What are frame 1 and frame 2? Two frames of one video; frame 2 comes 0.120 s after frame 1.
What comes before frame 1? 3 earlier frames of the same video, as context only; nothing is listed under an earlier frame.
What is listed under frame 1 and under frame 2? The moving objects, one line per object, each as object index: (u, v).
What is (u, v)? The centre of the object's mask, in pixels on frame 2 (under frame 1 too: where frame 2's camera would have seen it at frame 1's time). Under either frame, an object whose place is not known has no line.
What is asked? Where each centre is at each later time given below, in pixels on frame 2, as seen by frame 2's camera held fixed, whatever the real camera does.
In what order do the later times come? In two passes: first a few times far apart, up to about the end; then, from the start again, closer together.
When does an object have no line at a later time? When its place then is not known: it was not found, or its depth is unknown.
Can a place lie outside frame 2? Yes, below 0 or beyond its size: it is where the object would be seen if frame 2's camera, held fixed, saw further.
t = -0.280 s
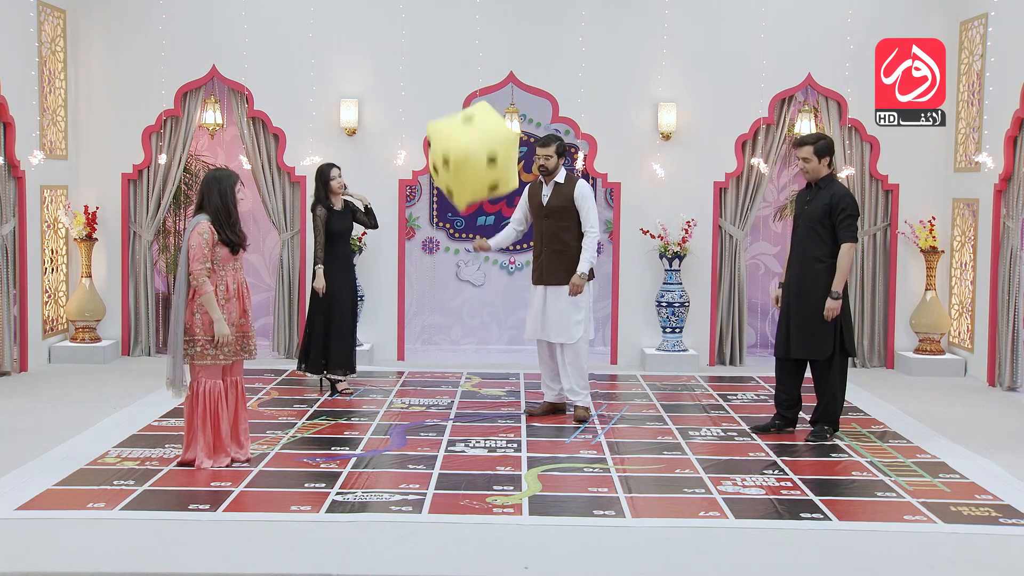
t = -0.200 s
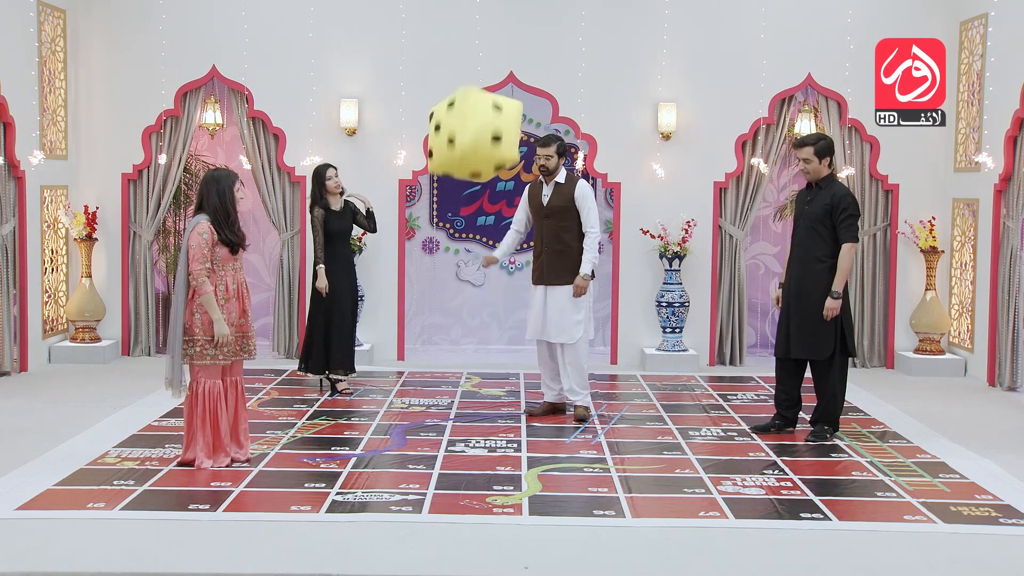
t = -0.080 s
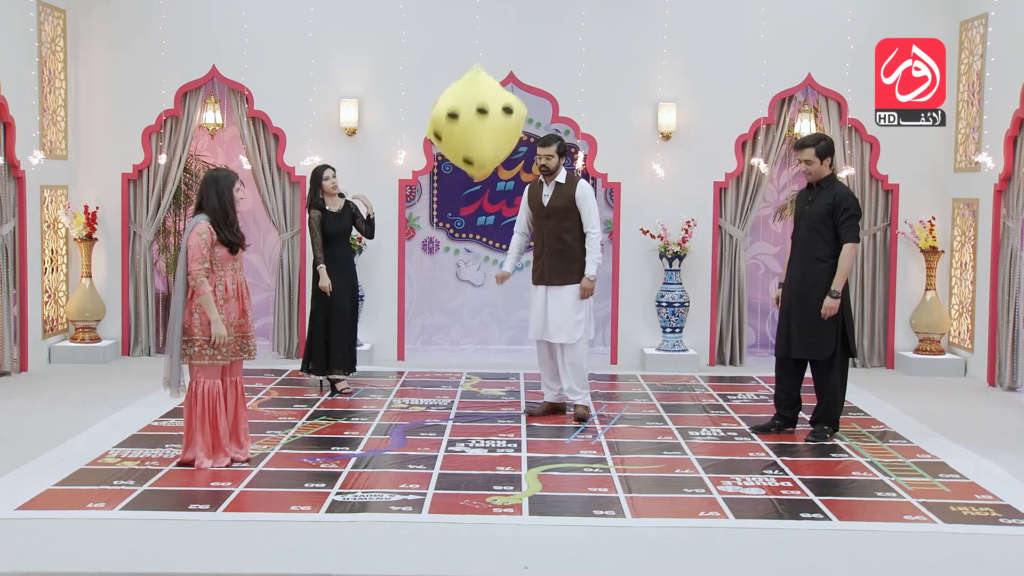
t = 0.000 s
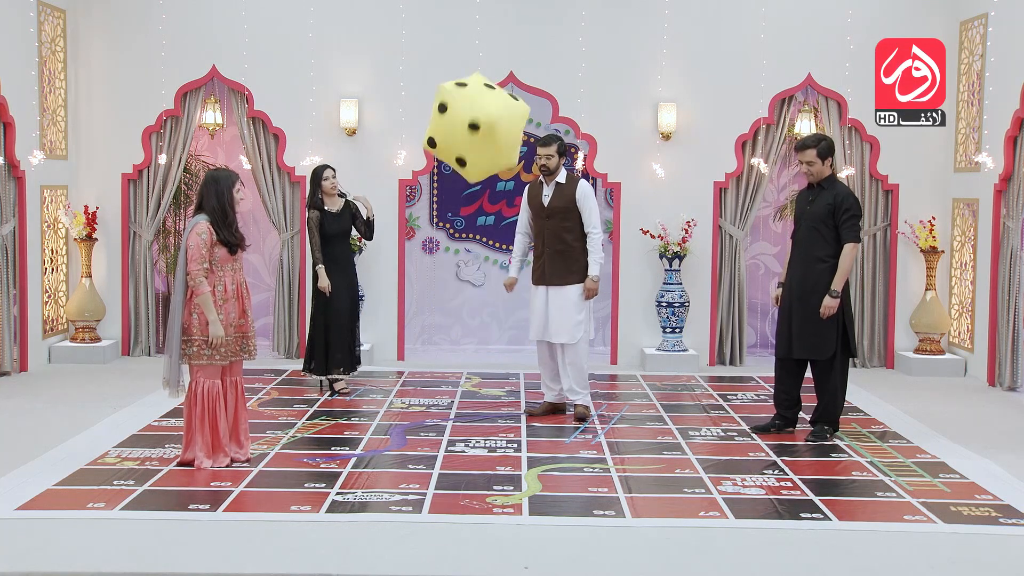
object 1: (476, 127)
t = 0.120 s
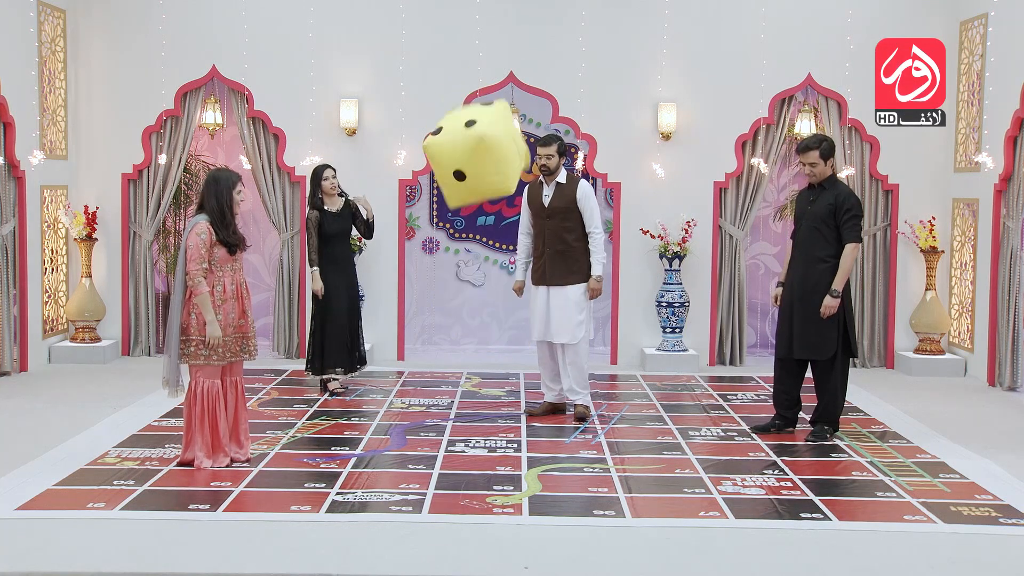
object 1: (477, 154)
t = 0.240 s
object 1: (479, 200)
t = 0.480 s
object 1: (482, 370)
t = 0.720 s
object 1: (474, 395)
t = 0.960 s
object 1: (464, 419)
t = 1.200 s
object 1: (456, 415)
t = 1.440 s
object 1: (459, 415)
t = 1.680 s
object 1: (458, 415)
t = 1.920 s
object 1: (458, 415)
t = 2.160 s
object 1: (458, 415)
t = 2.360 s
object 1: (458, 416)
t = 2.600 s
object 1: (458, 415)
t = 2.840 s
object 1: (458, 416)
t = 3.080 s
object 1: (458, 416)
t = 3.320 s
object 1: (458, 415)
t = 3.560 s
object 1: (458, 415)
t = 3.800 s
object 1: (458, 415)
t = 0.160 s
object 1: (477, 168)
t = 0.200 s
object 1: (479, 182)
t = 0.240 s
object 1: (479, 200)
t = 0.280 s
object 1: (479, 221)
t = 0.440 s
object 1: (481, 334)
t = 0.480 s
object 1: (482, 370)
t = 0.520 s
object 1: (482, 409)
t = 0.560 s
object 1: (480, 425)
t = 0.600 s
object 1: (479, 415)
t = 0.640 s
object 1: (477, 406)
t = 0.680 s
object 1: (475, 399)
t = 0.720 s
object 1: (474, 395)
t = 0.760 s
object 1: (472, 394)
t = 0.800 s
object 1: (471, 395)
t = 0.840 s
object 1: (469, 399)
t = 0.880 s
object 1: (468, 405)
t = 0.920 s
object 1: (466, 413)
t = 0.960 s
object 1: (464, 419)
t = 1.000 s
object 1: (462, 416)
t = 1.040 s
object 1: (460, 414)
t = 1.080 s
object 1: (459, 415)
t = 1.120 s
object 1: (457, 416)
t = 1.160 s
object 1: (456, 415)
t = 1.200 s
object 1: (456, 415)
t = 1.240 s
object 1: (456, 415)
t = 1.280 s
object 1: (457, 415)
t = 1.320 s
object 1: (457, 415)
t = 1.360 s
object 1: (458, 415)
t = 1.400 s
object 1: (458, 415)
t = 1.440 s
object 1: (459, 415)
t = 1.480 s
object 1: (459, 415)
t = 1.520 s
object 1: (459, 415)
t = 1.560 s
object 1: (459, 415)
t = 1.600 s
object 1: (458, 415)
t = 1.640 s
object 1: (458, 415)
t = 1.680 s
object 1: (458, 415)
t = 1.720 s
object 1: (458, 415)
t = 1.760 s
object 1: (458, 416)
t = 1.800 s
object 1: (458, 415)
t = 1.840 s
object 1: (458, 415)
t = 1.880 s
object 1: (458, 415)
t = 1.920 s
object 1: (458, 415)
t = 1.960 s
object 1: (458, 415)
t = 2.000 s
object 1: (458, 415)
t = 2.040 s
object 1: (458, 415)
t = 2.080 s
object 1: (458, 415)
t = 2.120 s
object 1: (458, 415)
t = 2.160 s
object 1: (458, 415)
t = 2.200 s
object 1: (458, 415)
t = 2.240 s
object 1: (458, 416)
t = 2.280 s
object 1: (458, 415)
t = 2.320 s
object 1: (458, 415)
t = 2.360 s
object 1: (458, 416)
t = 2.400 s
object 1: (458, 415)
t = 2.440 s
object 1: (458, 415)
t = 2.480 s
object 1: (458, 416)
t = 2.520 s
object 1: (458, 416)
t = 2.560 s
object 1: (458, 415)
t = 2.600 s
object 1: (458, 415)
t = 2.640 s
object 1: (458, 416)
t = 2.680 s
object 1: (458, 416)
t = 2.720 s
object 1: (458, 415)
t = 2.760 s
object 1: (458, 415)
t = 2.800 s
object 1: (458, 415)
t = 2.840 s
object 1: (458, 416)
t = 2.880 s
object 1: (458, 415)
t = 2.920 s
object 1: (458, 416)
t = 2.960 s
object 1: (458, 416)
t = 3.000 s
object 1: (458, 415)
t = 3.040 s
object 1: (458, 415)
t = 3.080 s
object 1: (458, 416)
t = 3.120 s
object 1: (458, 415)
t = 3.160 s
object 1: (458, 416)
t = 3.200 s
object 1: (458, 415)
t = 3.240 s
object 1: (458, 416)
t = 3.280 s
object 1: (458, 415)
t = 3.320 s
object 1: (458, 415)
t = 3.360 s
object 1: (458, 416)
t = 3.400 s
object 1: (458, 415)
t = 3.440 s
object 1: (458, 416)
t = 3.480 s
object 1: (458, 415)
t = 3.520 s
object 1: (458, 416)
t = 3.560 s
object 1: (458, 415)
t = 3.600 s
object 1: (458, 416)
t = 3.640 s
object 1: (458, 415)
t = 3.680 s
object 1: (458, 415)
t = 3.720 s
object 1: (458, 415)
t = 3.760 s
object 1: (458, 416)
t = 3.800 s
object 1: (458, 415)
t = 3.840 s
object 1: (458, 415)
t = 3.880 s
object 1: (458, 415)
